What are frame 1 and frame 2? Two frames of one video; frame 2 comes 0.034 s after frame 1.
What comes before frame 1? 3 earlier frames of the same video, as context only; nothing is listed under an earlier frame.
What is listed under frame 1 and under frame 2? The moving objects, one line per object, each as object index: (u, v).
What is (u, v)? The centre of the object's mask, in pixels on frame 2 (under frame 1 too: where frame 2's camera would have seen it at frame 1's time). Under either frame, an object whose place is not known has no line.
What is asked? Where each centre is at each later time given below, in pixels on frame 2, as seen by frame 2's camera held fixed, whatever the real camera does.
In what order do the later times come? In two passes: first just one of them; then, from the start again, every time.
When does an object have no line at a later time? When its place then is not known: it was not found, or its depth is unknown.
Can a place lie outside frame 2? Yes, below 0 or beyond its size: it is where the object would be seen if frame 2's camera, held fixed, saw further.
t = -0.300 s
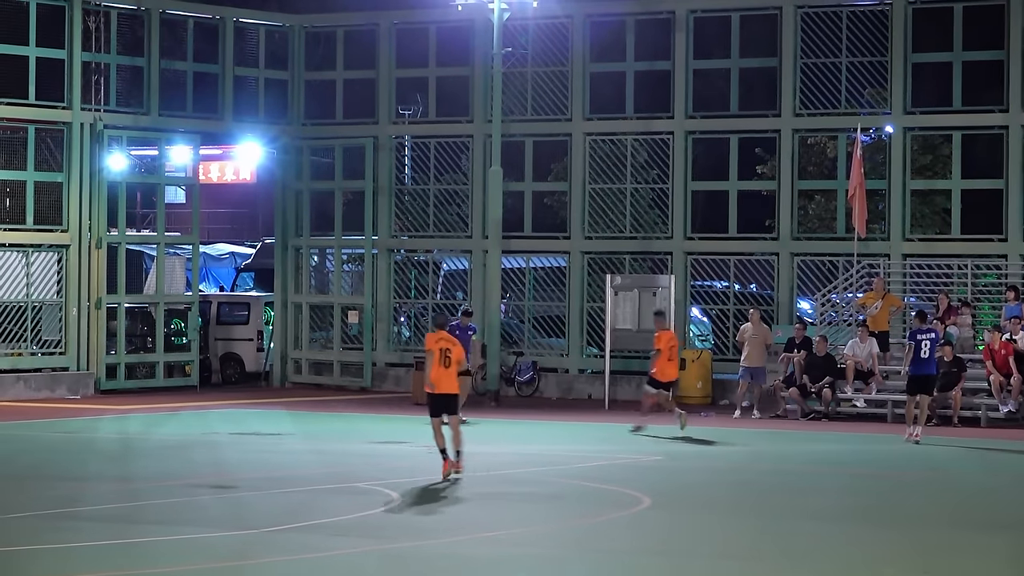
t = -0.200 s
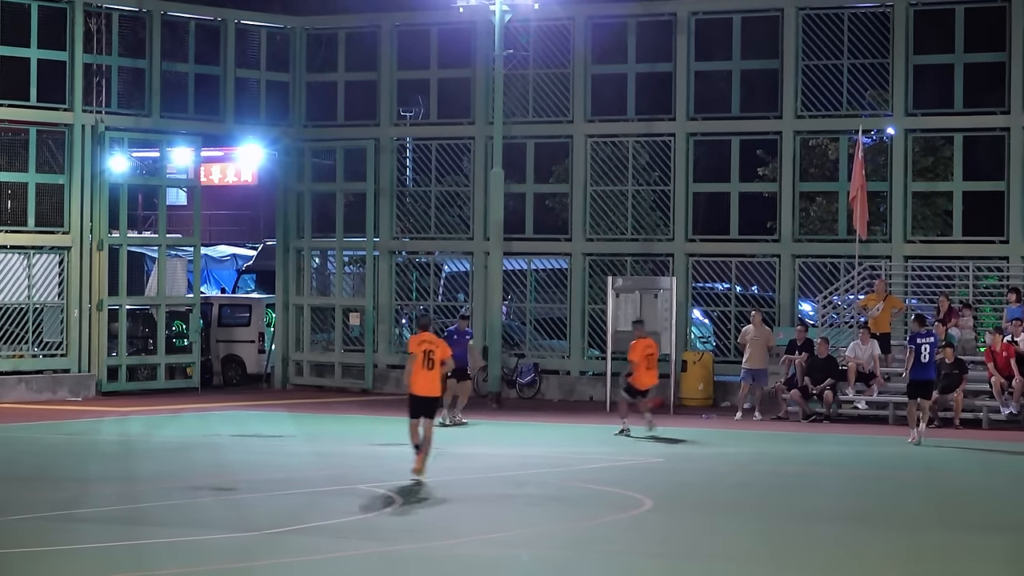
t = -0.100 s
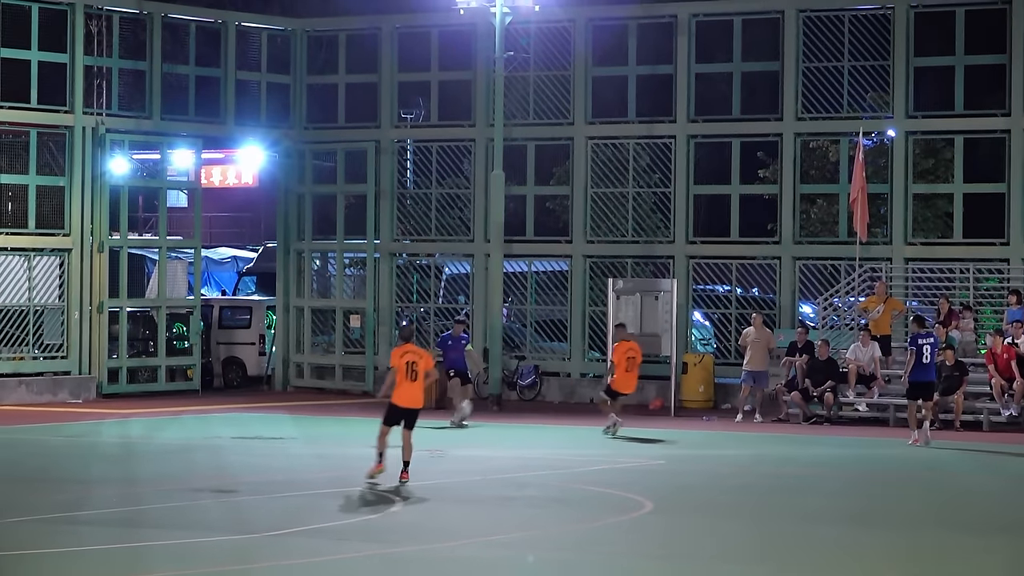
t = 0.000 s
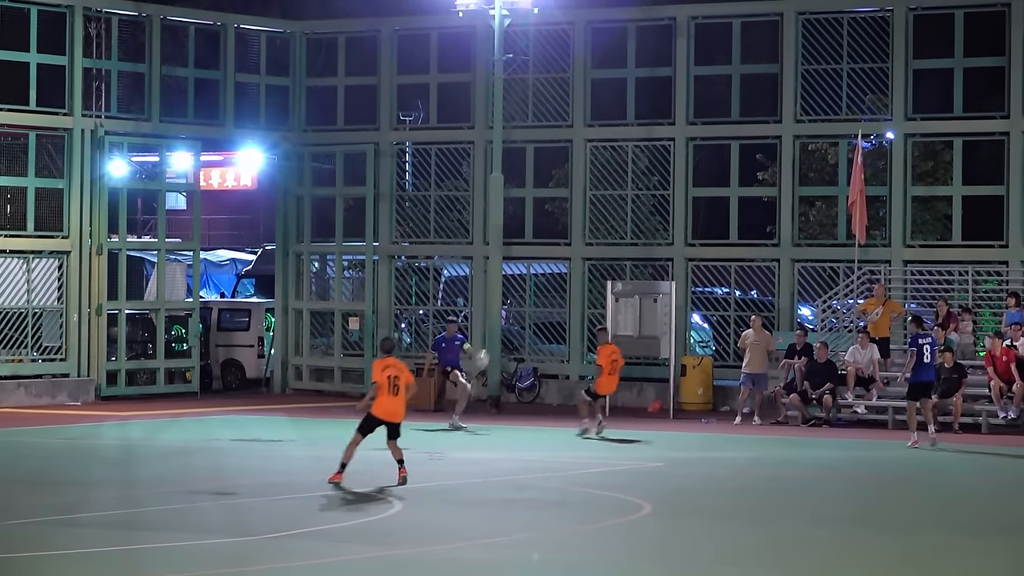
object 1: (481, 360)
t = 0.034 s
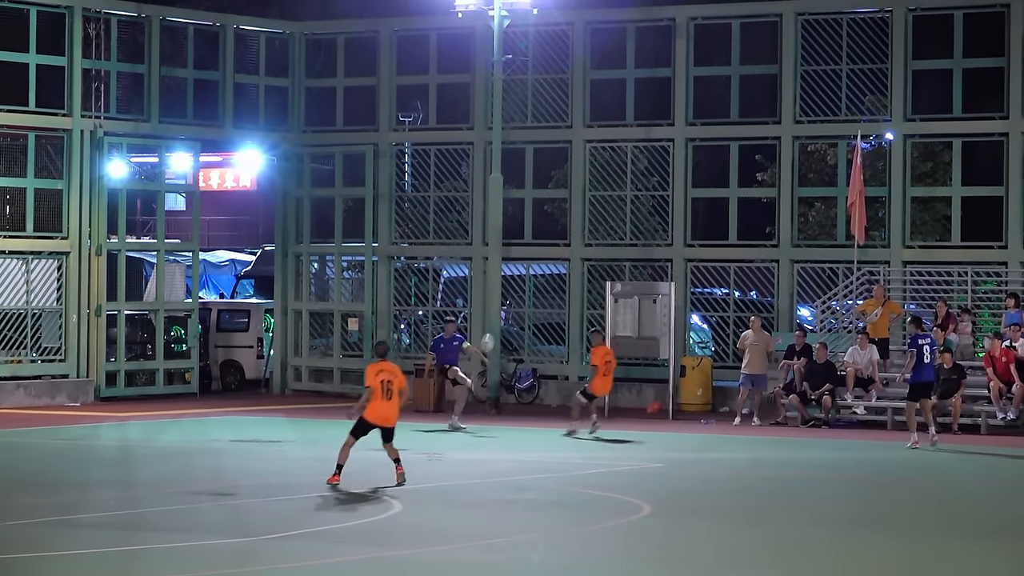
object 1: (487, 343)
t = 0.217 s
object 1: (519, 263)
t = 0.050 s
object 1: (489, 335)
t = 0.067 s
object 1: (493, 327)
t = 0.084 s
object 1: (495, 320)
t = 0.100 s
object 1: (498, 312)
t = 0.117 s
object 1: (502, 304)
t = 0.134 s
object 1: (504, 298)
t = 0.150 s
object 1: (507, 291)
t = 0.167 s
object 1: (509, 285)
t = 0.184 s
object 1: (513, 278)
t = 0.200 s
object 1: (516, 271)
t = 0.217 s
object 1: (519, 263)
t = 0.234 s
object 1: (521, 258)
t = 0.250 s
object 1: (524, 253)
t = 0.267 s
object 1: (527, 246)
